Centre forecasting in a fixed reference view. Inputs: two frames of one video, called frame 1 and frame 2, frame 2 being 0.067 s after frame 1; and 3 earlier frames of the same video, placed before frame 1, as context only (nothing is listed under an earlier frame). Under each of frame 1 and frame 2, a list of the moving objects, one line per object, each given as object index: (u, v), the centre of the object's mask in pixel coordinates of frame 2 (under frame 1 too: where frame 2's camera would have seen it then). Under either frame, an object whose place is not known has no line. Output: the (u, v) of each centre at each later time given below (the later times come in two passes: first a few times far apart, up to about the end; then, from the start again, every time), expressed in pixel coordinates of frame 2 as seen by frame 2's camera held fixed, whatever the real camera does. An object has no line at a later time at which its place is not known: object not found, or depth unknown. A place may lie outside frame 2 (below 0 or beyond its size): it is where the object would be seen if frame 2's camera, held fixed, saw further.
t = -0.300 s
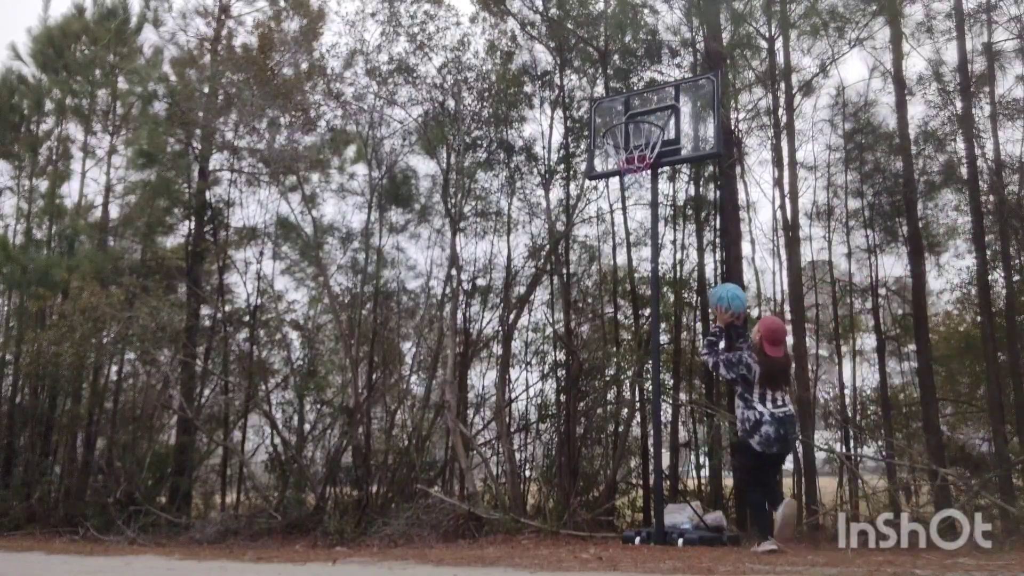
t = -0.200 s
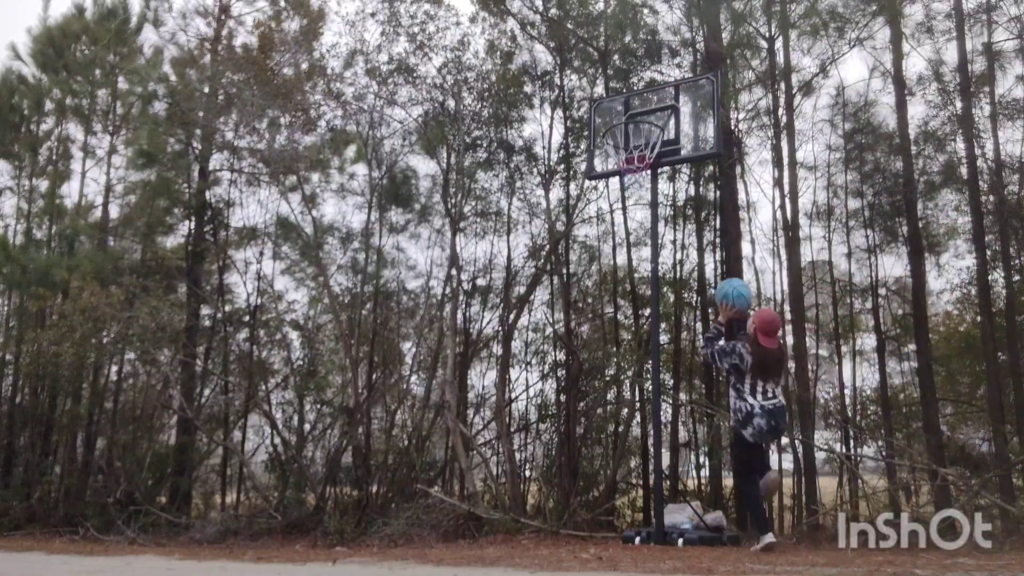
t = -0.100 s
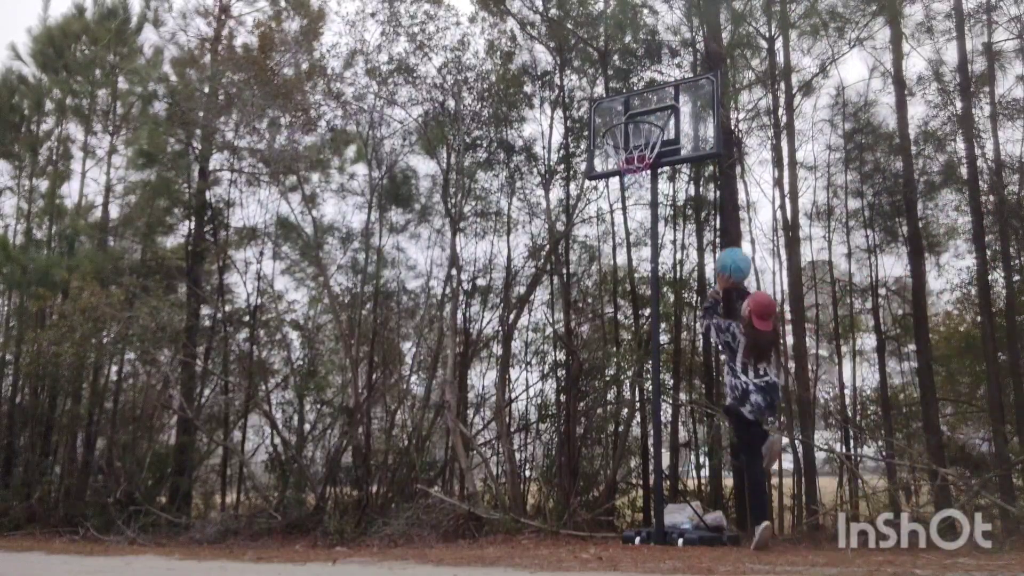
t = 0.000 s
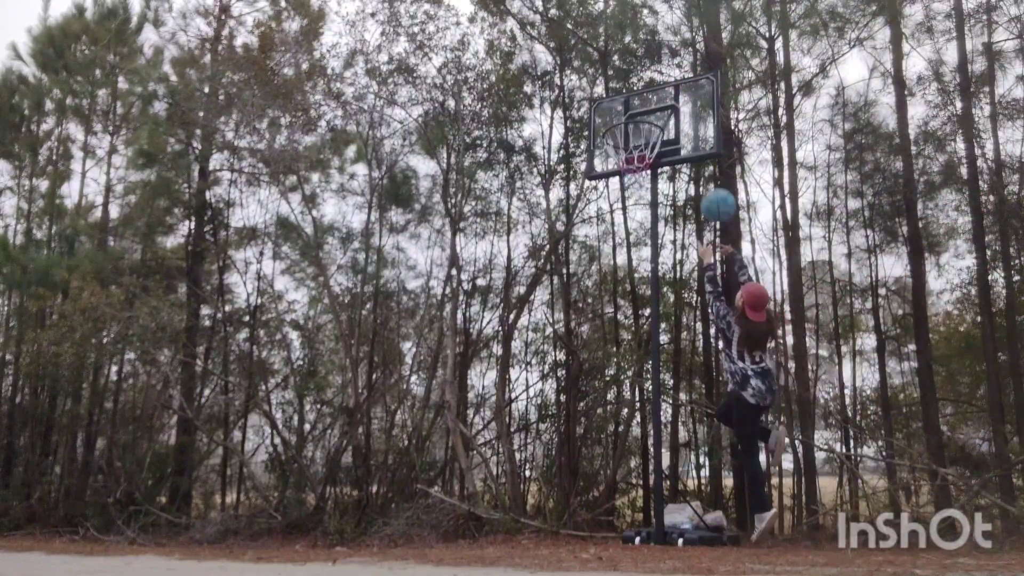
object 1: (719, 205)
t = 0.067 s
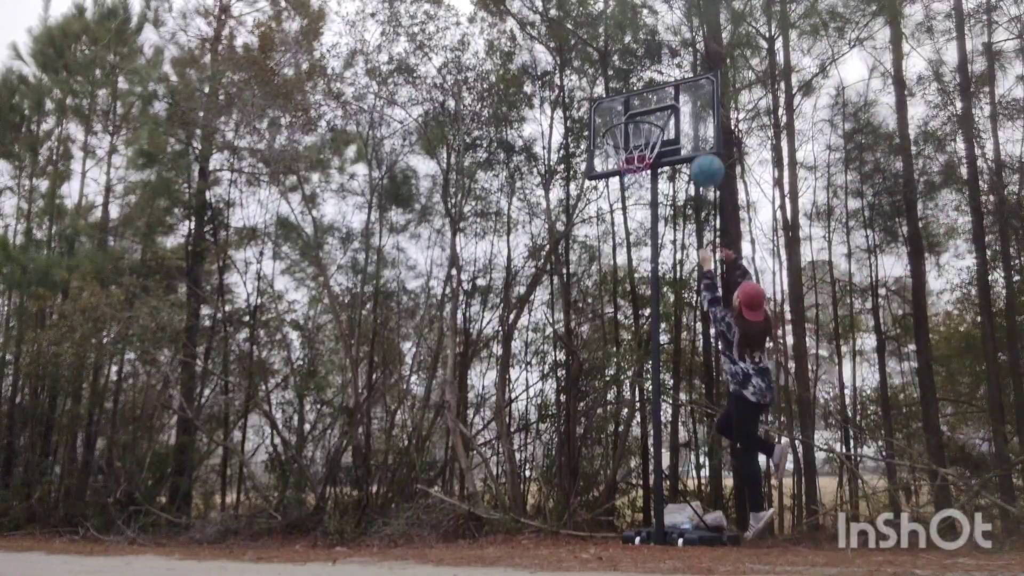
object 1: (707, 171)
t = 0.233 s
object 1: (683, 113)
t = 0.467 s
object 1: (653, 91)
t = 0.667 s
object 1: (629, 113)
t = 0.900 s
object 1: (613, 202)
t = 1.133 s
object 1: (607, 352)
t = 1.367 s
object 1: (608, 494)
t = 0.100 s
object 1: (702, 156)
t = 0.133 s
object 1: (697, 144)
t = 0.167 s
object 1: (692, 132)
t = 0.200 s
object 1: (688, 122)
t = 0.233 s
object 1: (683, 113)
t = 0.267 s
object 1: (680, 106)
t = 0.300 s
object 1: (675, 100)
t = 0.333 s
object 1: (671, 96)
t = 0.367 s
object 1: (666, 94)
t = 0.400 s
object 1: (662, 91)
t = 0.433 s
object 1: (657, 90)
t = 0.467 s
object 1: (653, 91)
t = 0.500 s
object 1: (649, 91)
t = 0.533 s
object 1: (645, 94)
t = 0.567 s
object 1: (640, 98)
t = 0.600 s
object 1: (637, 104)
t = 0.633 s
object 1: (633, 109)
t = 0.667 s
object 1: (629, 113)
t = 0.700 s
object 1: (623, 129)
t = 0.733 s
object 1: (620, 139)
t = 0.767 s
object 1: (617, 149)
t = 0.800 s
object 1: (616, 162)
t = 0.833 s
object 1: (615, 174)
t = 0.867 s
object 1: (614, 187)
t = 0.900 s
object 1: (613, 202)
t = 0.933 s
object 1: (612, 219)
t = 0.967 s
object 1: (611, 237)
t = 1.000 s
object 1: (611, 257)
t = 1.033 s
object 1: (610, 278)
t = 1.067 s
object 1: (609, 301)
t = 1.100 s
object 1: (607, 326)
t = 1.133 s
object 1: (607, 352)
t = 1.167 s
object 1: (607, 382)
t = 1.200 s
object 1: (606, 414)
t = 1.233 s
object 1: (606, 447)
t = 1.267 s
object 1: (607, 482)
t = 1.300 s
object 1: (608, 522)
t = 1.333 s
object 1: (608, 522)
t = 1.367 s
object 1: (608, 494)
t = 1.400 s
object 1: (610, 470)
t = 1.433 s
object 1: (610, 449)
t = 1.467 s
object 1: (610, 427)
